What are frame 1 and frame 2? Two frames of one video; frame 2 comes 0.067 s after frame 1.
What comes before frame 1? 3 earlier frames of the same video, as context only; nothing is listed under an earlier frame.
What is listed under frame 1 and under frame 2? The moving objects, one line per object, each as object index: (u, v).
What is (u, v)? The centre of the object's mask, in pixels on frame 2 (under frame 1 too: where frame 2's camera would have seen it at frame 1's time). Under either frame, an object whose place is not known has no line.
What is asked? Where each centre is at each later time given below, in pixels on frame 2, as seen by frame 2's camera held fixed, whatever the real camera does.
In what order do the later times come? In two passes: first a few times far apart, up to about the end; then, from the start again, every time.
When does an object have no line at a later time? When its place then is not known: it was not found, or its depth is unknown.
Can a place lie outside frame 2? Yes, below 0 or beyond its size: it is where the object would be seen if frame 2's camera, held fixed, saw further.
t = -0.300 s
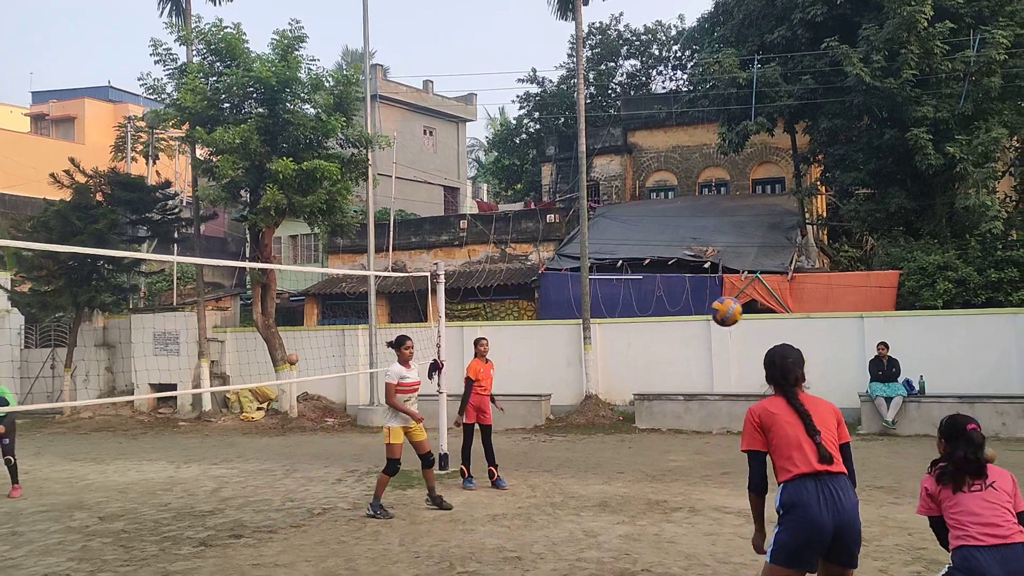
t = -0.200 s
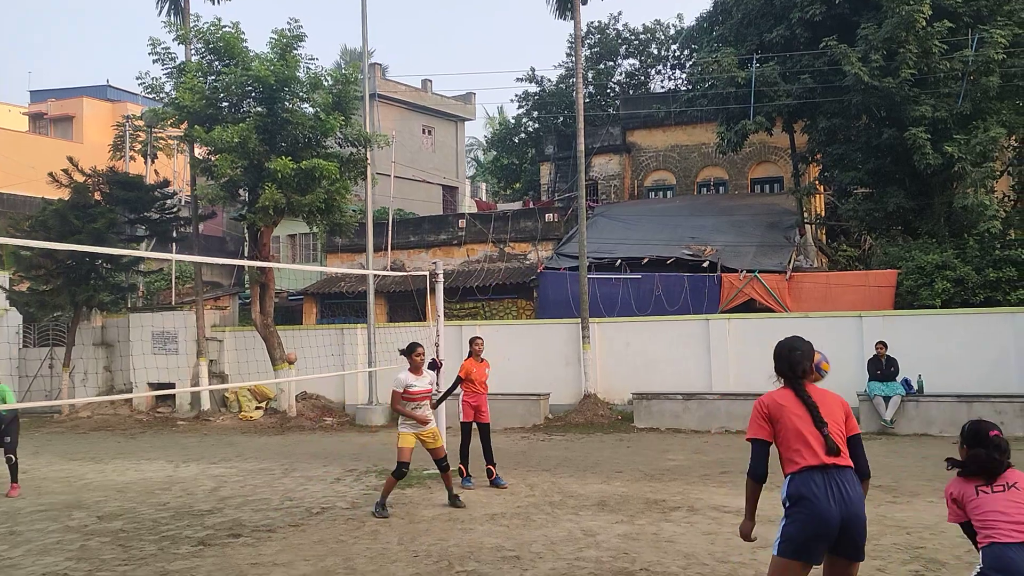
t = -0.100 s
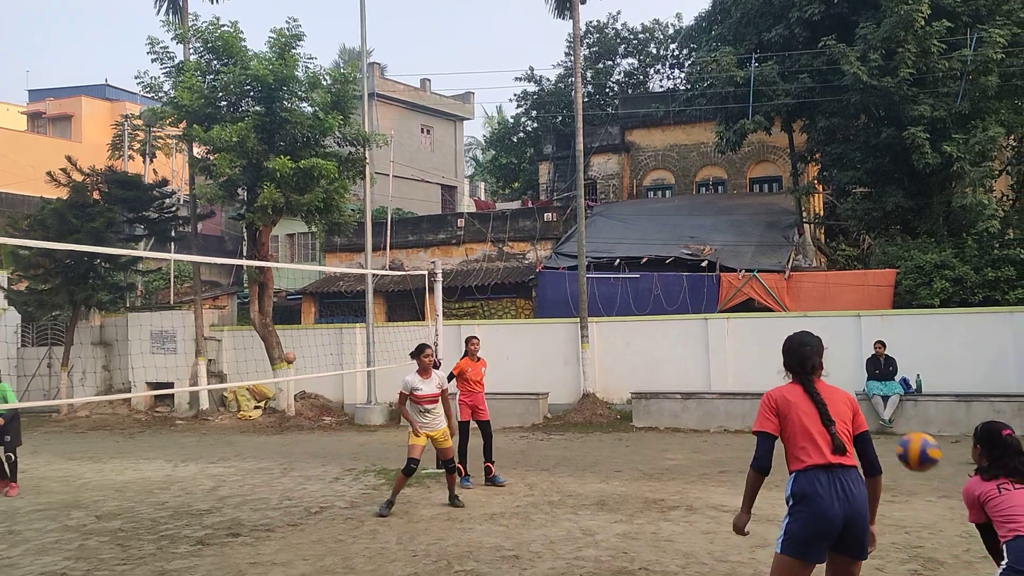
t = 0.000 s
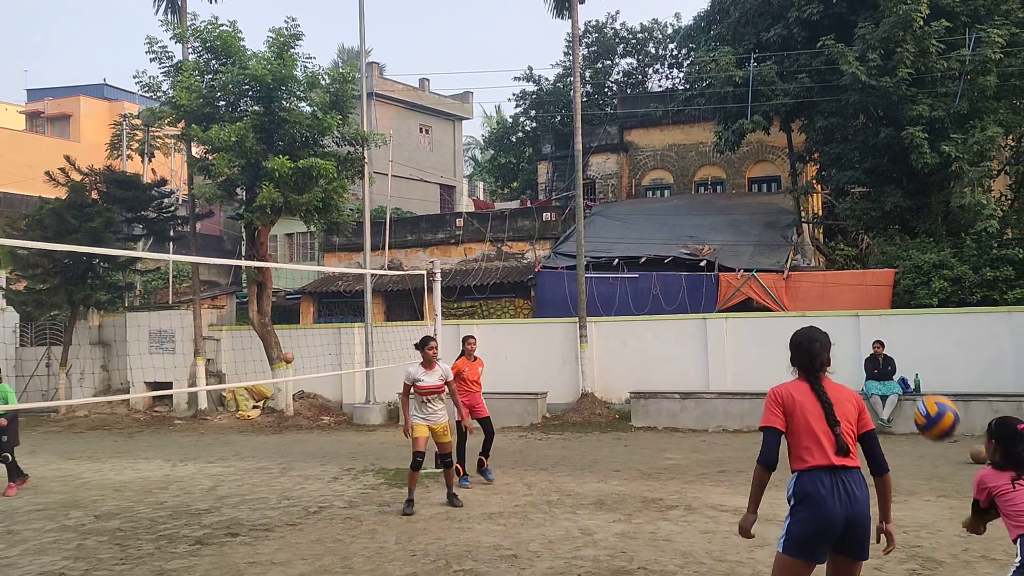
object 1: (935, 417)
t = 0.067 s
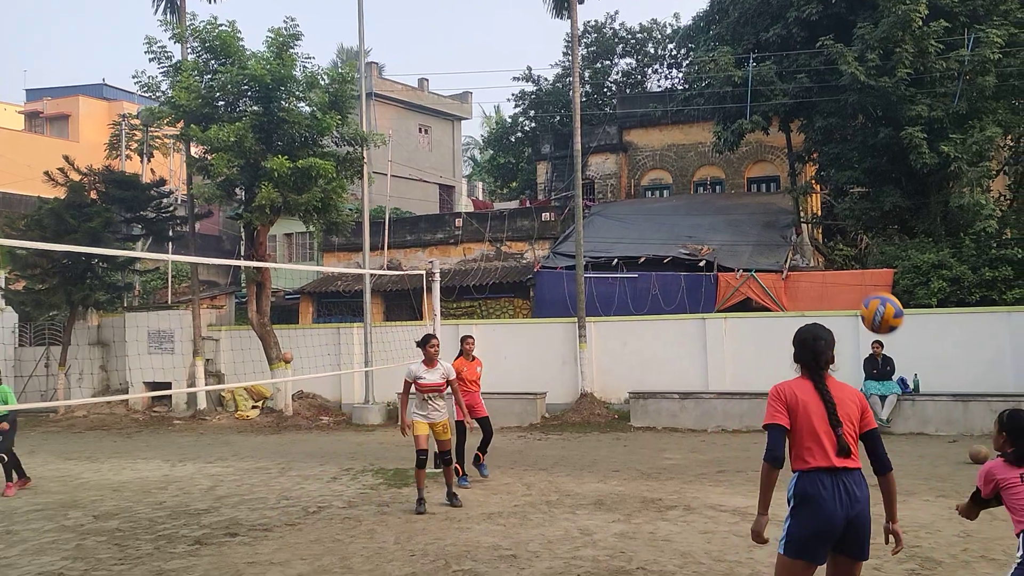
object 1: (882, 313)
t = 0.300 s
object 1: (736, 82)
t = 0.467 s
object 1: (659, 3)
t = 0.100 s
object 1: (858, 268)
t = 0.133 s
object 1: (835, 229)
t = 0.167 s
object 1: (814, 193)
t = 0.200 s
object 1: (794, 162)
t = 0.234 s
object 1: (773, 132)
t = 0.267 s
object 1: (754, 105)
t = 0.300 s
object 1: (736, 82)
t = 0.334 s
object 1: (719, 59)
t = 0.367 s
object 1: (703, 42)
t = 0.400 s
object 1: (688, 26)
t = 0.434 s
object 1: (673, 12)
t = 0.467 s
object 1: (659, 3)
